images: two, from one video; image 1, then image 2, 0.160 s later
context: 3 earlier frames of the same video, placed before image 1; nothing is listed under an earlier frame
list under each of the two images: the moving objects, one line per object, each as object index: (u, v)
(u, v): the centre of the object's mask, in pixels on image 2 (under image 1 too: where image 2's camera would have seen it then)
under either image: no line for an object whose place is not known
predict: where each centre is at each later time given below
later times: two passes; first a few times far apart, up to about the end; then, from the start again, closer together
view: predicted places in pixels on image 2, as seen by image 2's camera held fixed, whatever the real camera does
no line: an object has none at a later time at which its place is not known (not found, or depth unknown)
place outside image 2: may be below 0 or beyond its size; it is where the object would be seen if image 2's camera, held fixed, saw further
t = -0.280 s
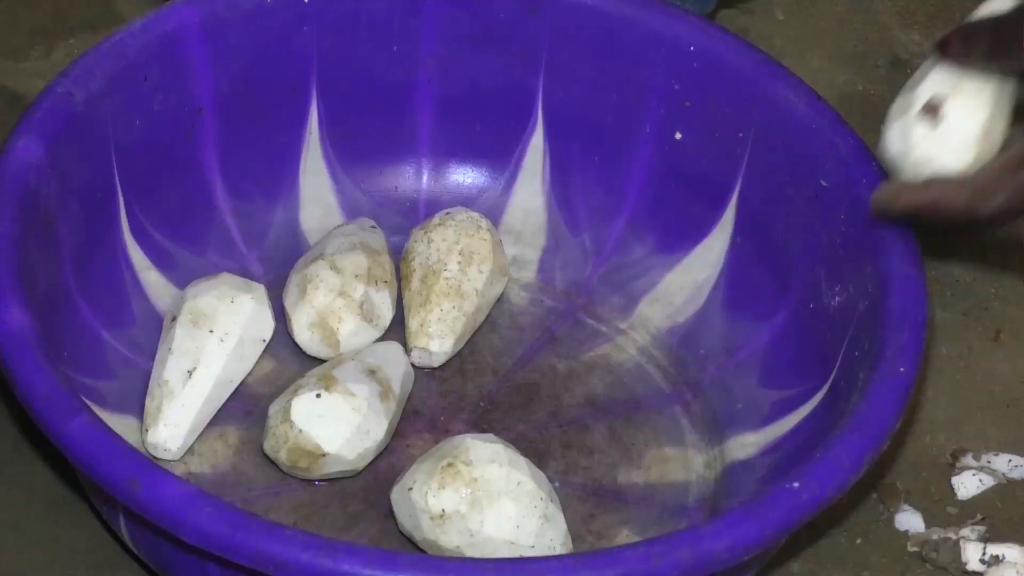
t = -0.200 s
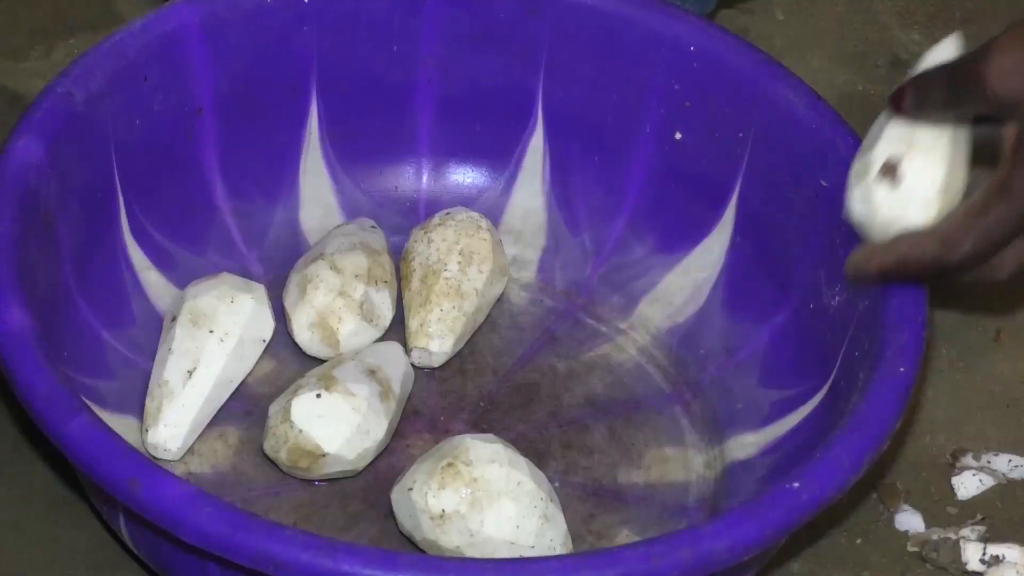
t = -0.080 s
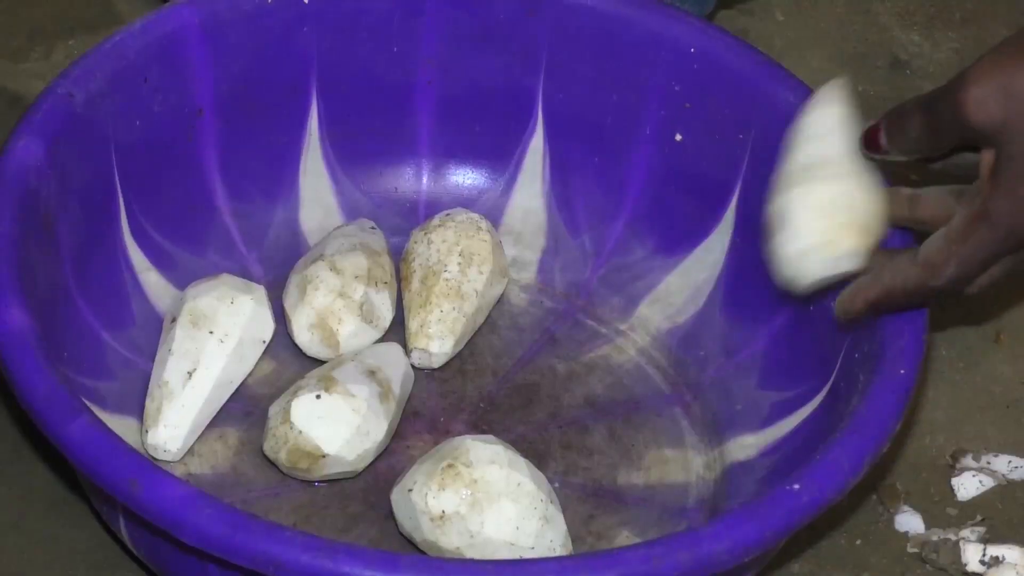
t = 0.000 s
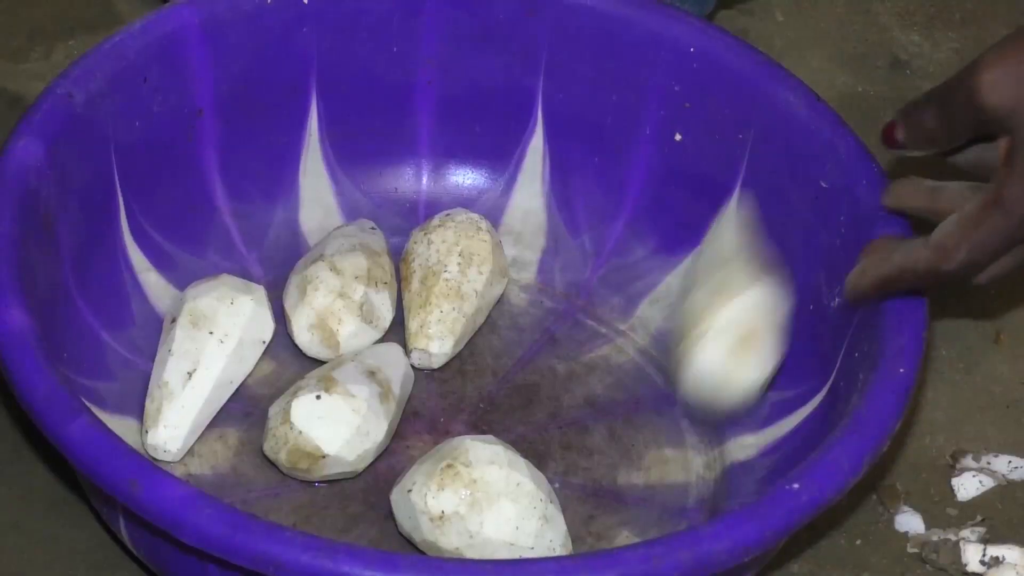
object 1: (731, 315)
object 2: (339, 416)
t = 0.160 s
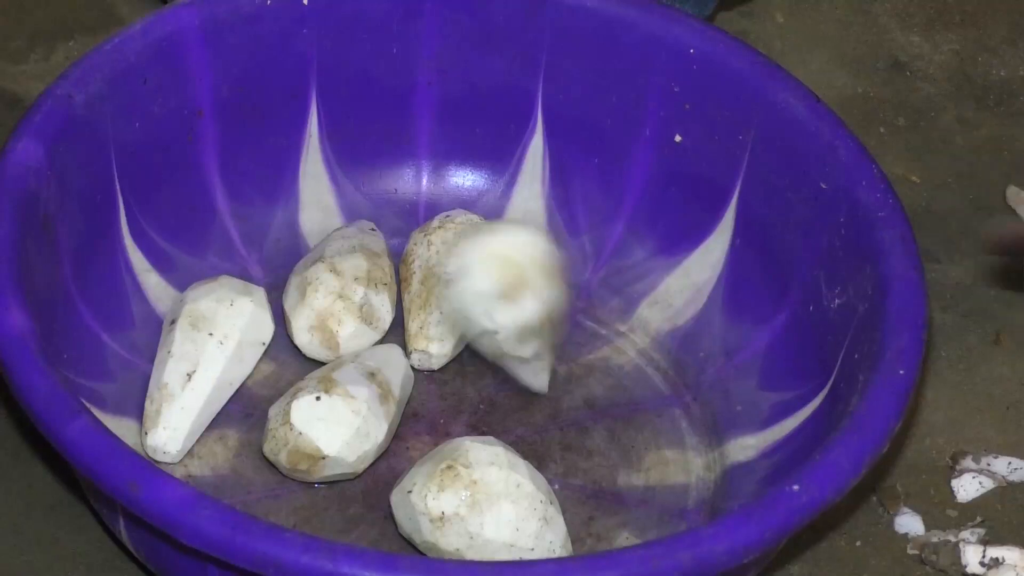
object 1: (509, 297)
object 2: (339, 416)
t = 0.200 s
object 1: (452, 327)
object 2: (339, 416)
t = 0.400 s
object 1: (426, 373)
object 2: (312, 445)
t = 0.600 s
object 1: (428, 378)
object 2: (309, 446)
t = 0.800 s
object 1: (426, 376)
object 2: (309, 446)
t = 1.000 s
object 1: (426, 376)
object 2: (309, 446)
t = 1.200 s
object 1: (426, 376)
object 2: (309, 446)
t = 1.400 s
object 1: (426, 376)
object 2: (309, 446)
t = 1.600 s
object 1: (426, 376)
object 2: (309, 446)
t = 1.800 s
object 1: (426, 376)
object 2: (309, 446)
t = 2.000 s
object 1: (426, 376)
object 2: (309, 446)
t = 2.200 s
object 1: (426, 376)
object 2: (309, 446)
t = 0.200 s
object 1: (452, 327)
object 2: (339, 416)
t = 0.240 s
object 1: (429, 339)
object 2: (327, 416)
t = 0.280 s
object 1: (424, 354)
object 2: (321, 427)
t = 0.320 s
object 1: (431, 363)
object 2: (318, 437)
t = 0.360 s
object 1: (432, 371)
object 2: (315, 445)
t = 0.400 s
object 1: (426, 373)
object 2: (312, 445)
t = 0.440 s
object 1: (425, 377)
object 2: (308, 446)
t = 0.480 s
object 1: (429, 381)
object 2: (308, 446)
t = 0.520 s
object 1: (432, 382)
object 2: (309, 446)
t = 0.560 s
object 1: (432, 380)
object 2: (309, 446)
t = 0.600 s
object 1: (428, 378)
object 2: (309, 446)
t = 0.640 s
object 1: (425, 374)
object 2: (309, 446)
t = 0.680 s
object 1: (425, 376)
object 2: (309, 446)
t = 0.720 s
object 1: (427, 376)
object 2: (309, 446)
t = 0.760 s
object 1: (426, 376)
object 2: (309, 446)
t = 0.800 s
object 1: (426, 376)
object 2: (309, 446)
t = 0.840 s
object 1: (426, 376)
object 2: (309, 446)
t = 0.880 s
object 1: (427, 376)
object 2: (309, 446)
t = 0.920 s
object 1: (426, 376)
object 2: (309, 446)
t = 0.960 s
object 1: (426, 376)
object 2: (309, 446)
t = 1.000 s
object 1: (426, 376)
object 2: (309, 446)
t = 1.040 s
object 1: (426, 376)
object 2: (309, 446)
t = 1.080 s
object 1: (426, 376)
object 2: (309, 446)
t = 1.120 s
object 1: (426, 376)
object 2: (309, 446)
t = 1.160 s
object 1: (426, 376)
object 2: (309, 446)
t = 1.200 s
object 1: (426, 376)
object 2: (309, 446)
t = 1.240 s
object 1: (426, 376)
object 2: (309, 446)
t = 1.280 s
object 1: (426, 376)
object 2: (309, 446)
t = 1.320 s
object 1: (426, 376)
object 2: (309, 446)
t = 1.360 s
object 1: (426, 376)
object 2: (309, 446)
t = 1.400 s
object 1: (426, 376)
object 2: (309, 446)
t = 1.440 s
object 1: (426, 376)
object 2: (309, 446)
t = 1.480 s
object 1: (426, 376)
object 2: (309, 446)
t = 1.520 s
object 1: (426, 376)
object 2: (309, 446)
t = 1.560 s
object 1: (426, 376)
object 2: (309, 446)
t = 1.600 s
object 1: (426, 376)
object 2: (309, 446)
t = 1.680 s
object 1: (426, 376)
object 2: (309, 446)
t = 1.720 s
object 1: (426, 376)
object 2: (309, 446)
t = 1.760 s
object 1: (426, 376)
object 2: (309, 446)
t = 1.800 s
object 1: (426, 376)
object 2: (309, 446)
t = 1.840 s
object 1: (426, 376)
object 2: (309, 446)
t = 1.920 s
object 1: (426, 376)
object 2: (309, 446)
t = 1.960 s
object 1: (426, 376)
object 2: (309, 446)
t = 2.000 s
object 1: (426, 376)
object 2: (309, 446)
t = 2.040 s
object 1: (426, 376)
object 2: (309, 446)
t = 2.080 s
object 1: (426, 376)
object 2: (309, 446)
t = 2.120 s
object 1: (426, 376)
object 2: (309, 446)
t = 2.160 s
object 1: (426, 376)
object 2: (309, 446)
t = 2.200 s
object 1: (426, 376)
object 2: (309, 446)
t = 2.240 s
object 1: (426, 376)
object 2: (309, 446)
